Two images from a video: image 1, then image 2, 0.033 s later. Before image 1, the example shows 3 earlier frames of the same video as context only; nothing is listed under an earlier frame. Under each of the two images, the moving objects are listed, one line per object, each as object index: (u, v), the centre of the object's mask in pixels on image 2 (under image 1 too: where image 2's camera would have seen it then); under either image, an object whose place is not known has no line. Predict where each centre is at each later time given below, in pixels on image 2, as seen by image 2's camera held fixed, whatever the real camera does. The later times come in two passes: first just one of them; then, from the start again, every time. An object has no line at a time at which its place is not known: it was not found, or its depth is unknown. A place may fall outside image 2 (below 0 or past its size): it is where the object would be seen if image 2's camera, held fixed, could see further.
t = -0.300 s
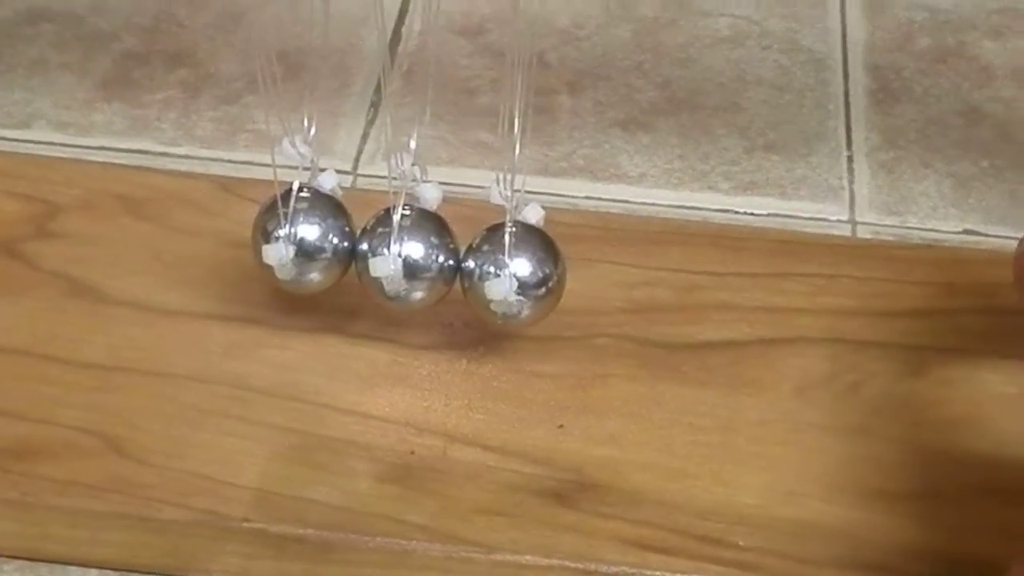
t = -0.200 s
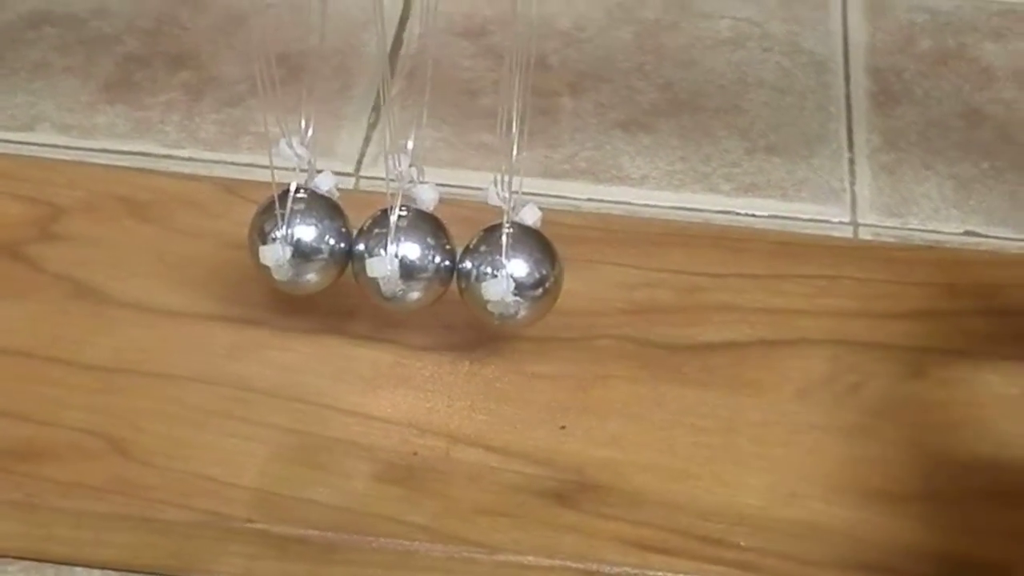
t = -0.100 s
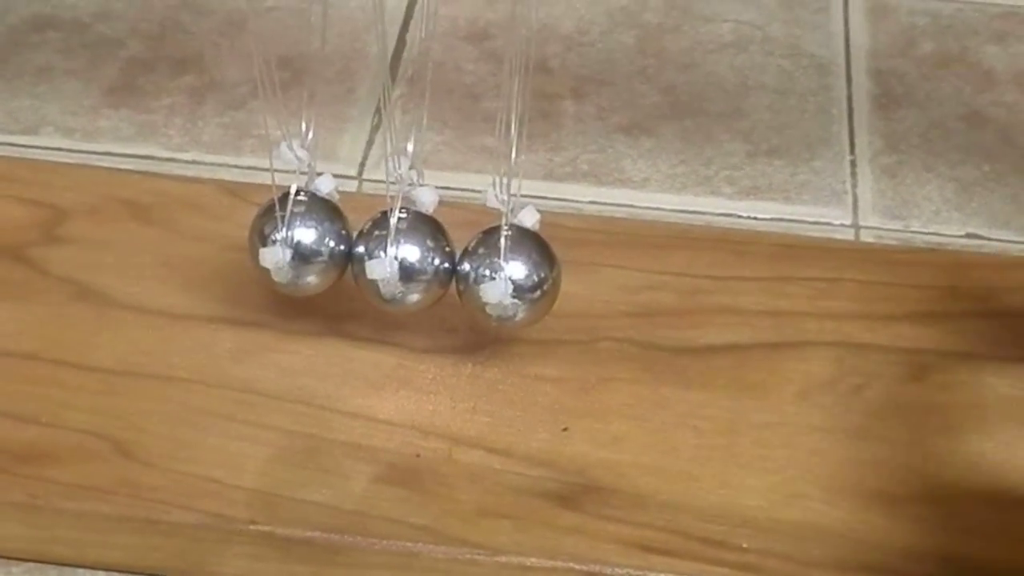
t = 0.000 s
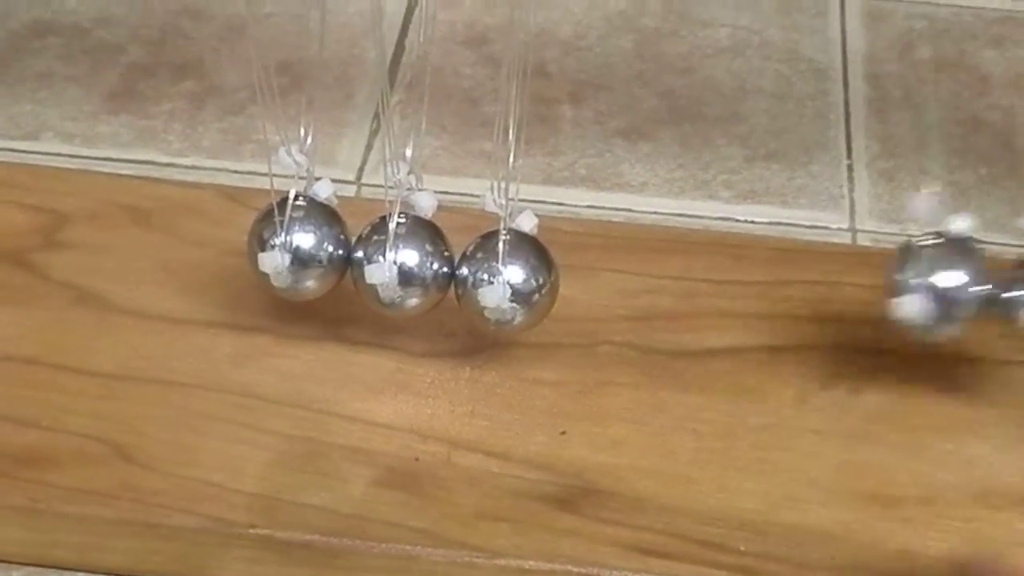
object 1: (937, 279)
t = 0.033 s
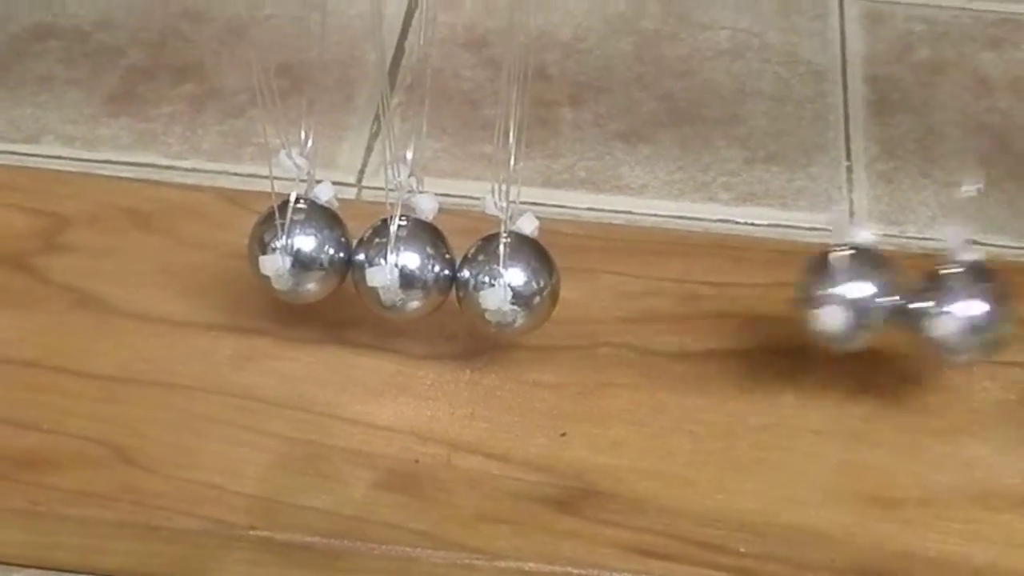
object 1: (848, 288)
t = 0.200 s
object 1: (584, 272)
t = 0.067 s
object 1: (749, 288)
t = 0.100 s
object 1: (646, 282)
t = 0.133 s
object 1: (609, 279)
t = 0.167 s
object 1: (597, 276)
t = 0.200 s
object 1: (584, 272)
